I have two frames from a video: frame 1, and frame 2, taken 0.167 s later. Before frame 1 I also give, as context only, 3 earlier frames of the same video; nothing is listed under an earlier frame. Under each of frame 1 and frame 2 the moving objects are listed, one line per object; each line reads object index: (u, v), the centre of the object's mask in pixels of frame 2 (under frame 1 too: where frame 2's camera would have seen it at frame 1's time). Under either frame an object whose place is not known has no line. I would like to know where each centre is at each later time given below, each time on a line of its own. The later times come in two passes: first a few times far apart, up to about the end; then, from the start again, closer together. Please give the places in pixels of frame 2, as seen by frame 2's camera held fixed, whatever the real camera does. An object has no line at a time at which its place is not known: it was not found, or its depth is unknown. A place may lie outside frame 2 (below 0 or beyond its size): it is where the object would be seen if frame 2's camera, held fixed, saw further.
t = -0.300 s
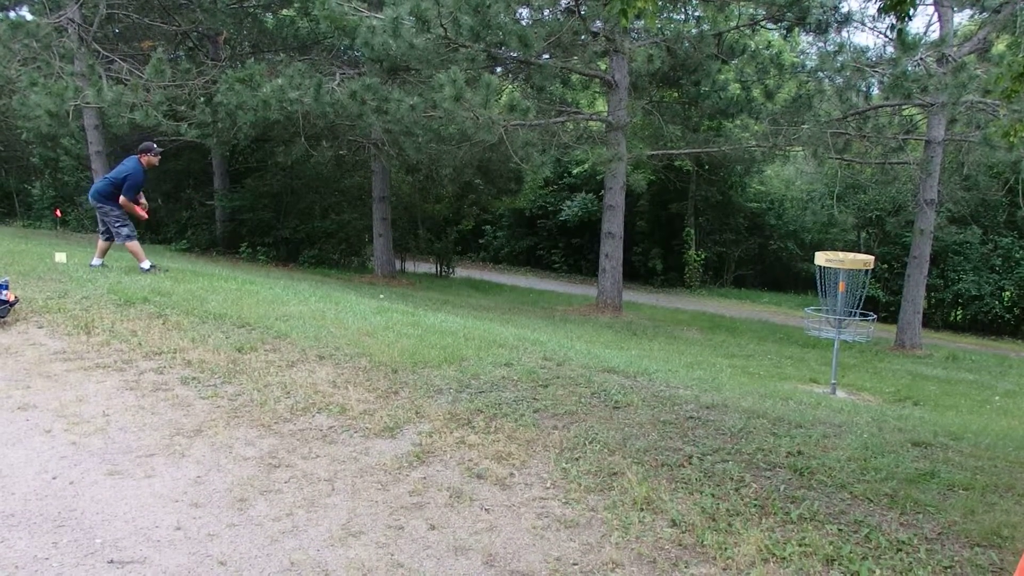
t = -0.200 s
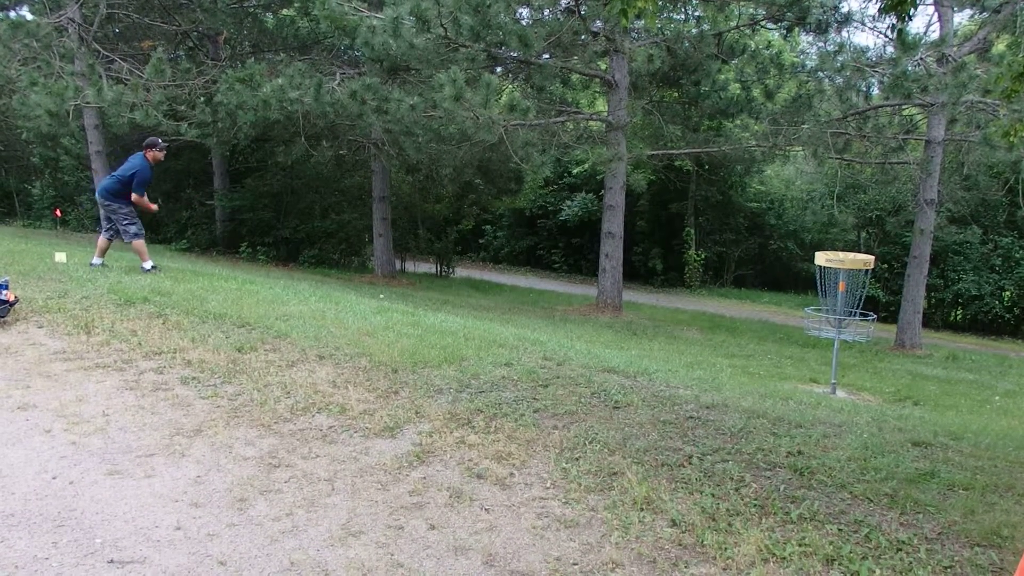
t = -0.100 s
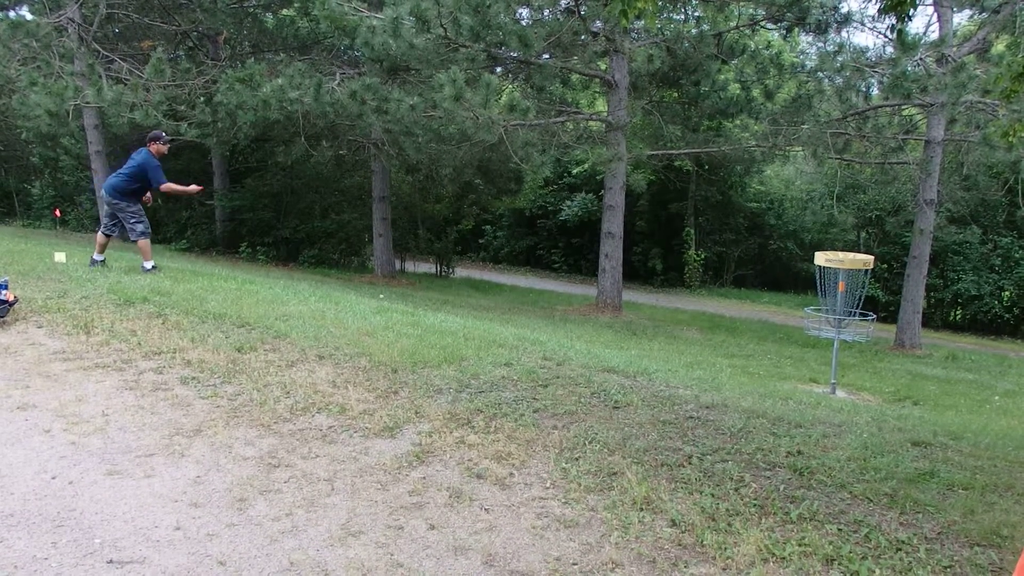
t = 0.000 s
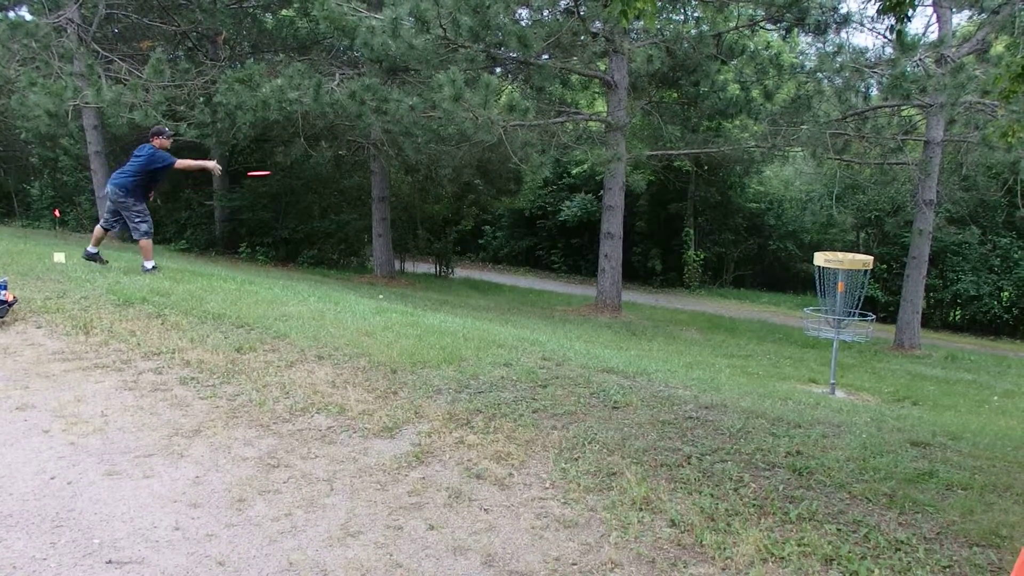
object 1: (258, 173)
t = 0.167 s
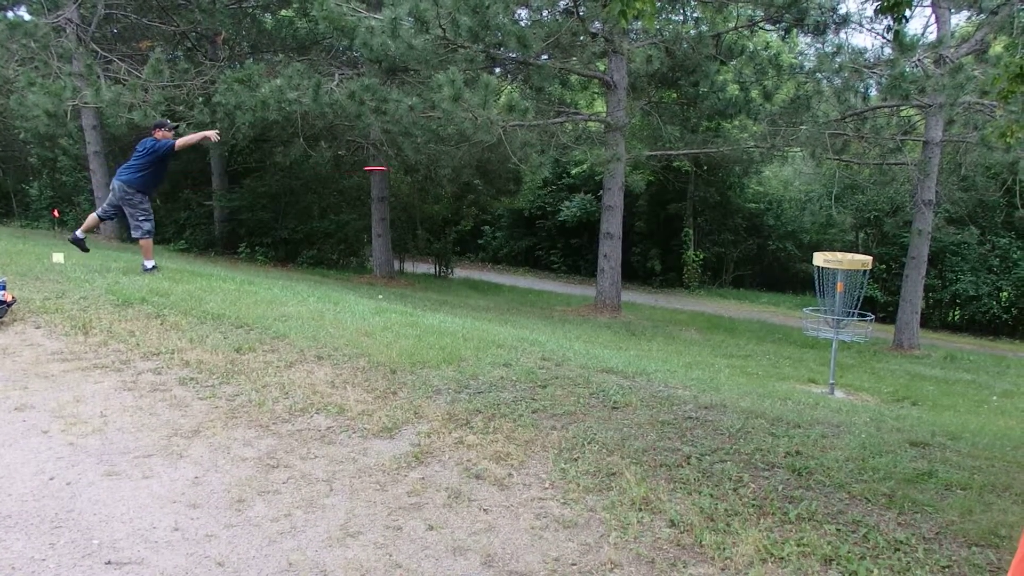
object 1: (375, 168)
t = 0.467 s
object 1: (594, 208)
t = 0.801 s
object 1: (823, 288)
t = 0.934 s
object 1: (835, 304)
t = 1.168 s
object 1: (841, 311)
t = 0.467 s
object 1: (594, 208)
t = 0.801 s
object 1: (823, 288)
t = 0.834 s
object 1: (828, 292)
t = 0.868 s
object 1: (829, 298)
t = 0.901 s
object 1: (830, 300)
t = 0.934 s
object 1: (835, 304)
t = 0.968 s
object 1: (841, 306)
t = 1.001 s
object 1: (841, 307)
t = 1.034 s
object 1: (843, 308)
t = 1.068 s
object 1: (843, 308)
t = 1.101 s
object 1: (843, 308)
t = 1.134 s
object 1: (847, 311)
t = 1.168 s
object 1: (841, 311)
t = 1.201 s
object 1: (834, 312)
